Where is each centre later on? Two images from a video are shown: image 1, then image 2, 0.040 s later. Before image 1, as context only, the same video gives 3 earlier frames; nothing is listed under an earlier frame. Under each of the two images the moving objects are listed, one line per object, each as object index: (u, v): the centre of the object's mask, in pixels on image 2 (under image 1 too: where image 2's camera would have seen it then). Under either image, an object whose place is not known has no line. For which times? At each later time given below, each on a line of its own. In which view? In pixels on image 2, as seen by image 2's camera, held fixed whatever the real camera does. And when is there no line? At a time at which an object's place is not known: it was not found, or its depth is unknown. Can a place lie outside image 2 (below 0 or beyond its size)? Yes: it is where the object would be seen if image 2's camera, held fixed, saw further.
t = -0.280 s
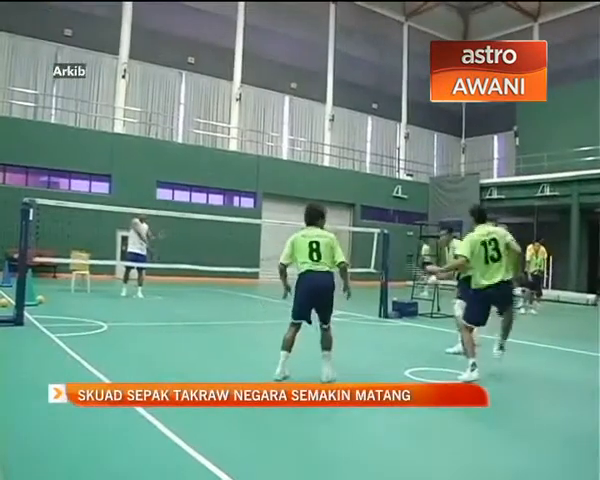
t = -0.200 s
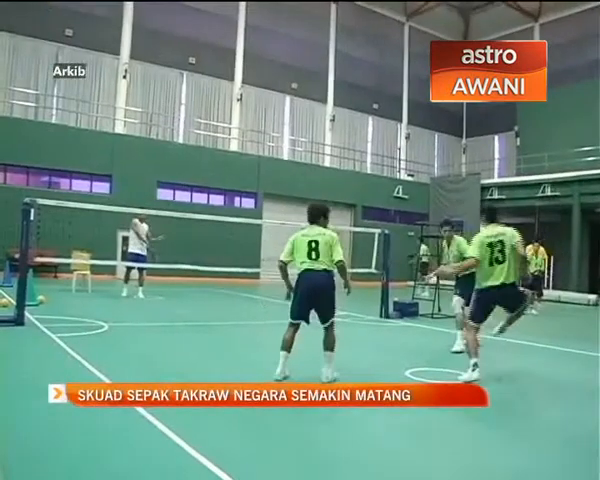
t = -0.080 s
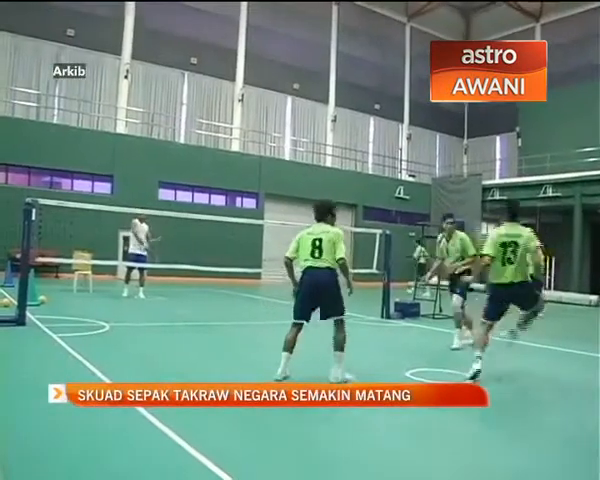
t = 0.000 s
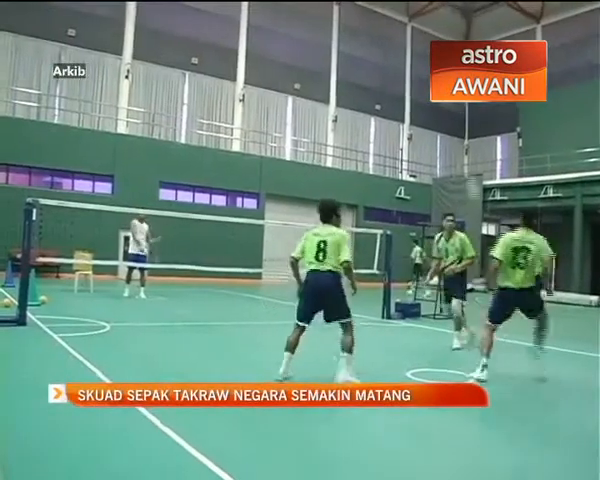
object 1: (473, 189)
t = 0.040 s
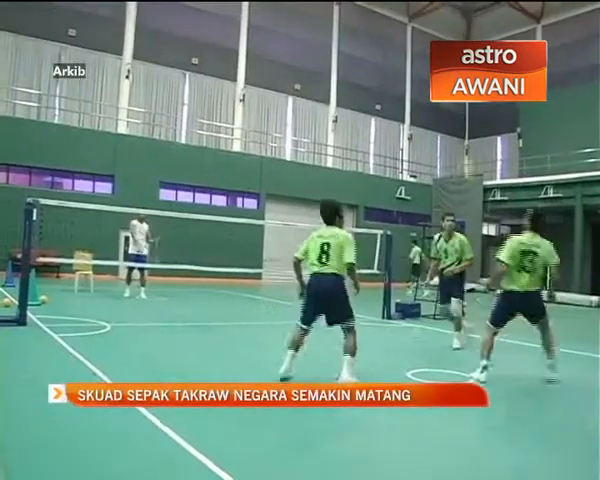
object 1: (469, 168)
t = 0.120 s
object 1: (459, 131)
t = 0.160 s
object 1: (455, 118)
